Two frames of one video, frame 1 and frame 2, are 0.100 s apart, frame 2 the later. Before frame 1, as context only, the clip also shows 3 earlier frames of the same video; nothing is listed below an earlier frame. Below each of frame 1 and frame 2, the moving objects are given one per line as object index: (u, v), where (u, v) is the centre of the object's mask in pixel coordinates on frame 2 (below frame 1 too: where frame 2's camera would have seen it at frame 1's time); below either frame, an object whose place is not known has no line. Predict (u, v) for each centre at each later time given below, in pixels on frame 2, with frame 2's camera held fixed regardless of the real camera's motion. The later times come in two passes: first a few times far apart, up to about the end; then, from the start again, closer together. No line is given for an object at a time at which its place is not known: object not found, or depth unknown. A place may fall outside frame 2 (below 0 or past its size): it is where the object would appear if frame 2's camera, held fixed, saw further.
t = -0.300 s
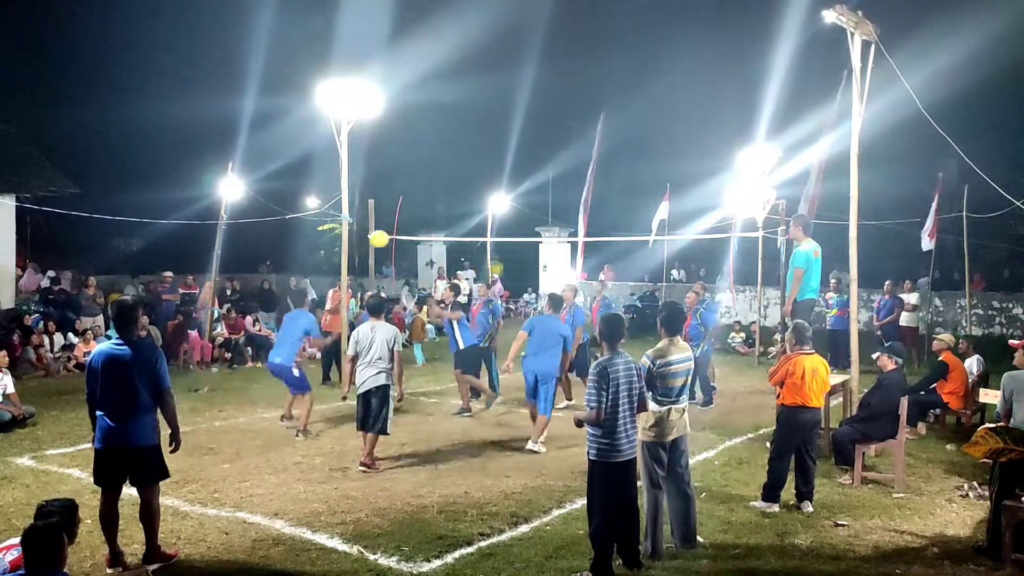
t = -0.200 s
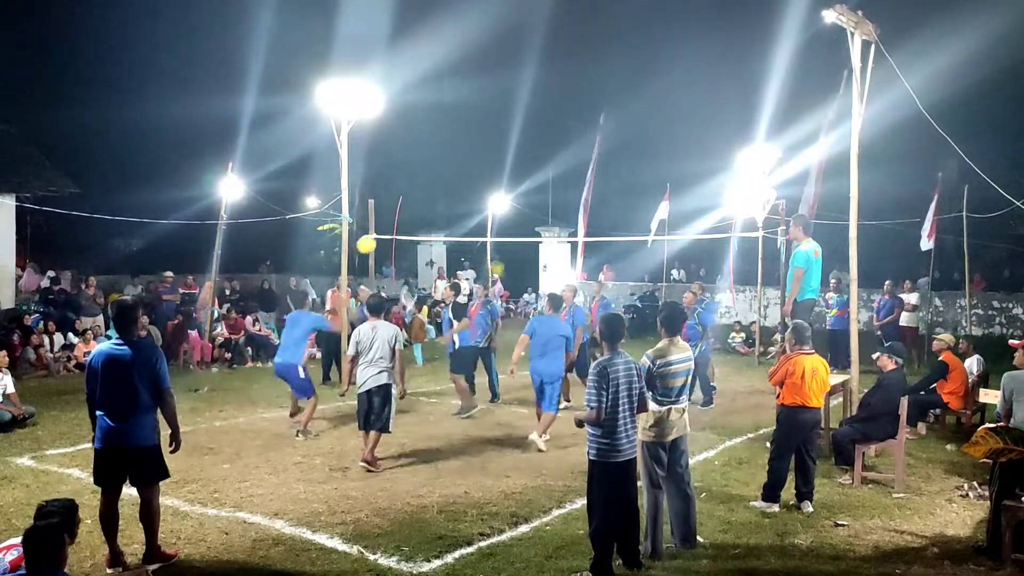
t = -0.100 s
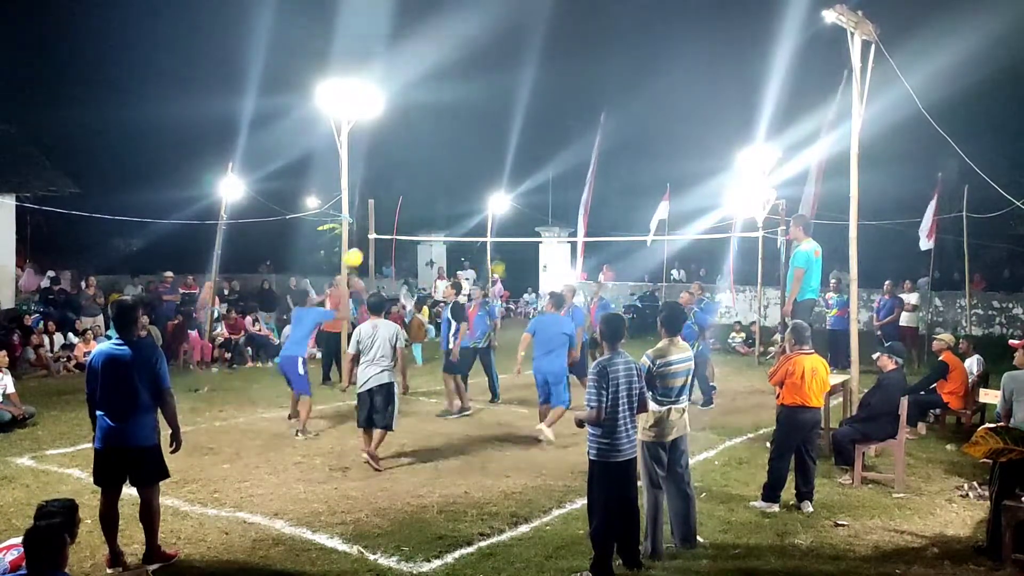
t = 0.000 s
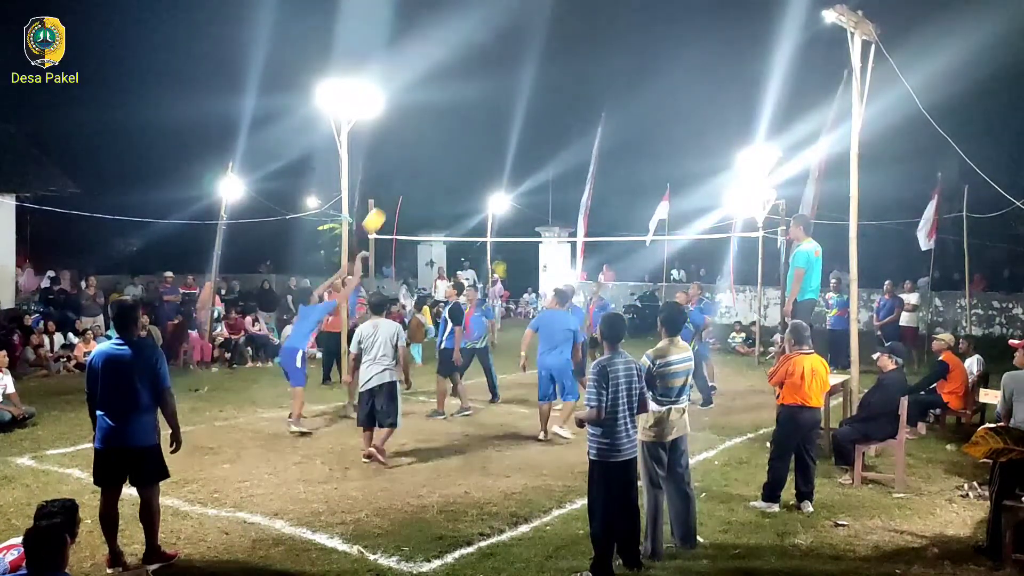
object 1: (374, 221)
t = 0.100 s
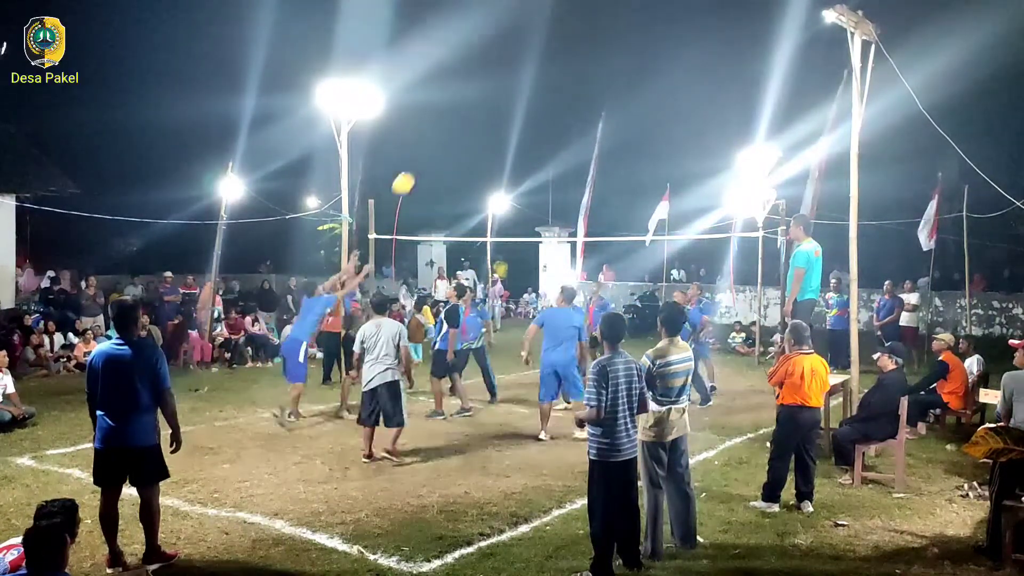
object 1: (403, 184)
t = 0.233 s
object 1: (440, 148)
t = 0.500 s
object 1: (505, 120)
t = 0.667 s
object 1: (543, 130)
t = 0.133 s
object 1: (413, 173)
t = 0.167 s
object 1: (422, 164)
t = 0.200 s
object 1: (430, 155)
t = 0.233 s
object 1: (440, 148)
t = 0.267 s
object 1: (448, 141)
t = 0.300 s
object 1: (457, 136)
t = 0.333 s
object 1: (465, 131)
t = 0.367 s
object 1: (474, 127)
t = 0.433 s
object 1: (490, 122)
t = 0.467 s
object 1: (498, 120)
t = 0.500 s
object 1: (505, 120)
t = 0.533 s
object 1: (513, 120)
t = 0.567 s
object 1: (521, 122)
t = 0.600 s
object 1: (529, 124)
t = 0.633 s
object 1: (536, 126)
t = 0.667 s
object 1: (543, 130)
